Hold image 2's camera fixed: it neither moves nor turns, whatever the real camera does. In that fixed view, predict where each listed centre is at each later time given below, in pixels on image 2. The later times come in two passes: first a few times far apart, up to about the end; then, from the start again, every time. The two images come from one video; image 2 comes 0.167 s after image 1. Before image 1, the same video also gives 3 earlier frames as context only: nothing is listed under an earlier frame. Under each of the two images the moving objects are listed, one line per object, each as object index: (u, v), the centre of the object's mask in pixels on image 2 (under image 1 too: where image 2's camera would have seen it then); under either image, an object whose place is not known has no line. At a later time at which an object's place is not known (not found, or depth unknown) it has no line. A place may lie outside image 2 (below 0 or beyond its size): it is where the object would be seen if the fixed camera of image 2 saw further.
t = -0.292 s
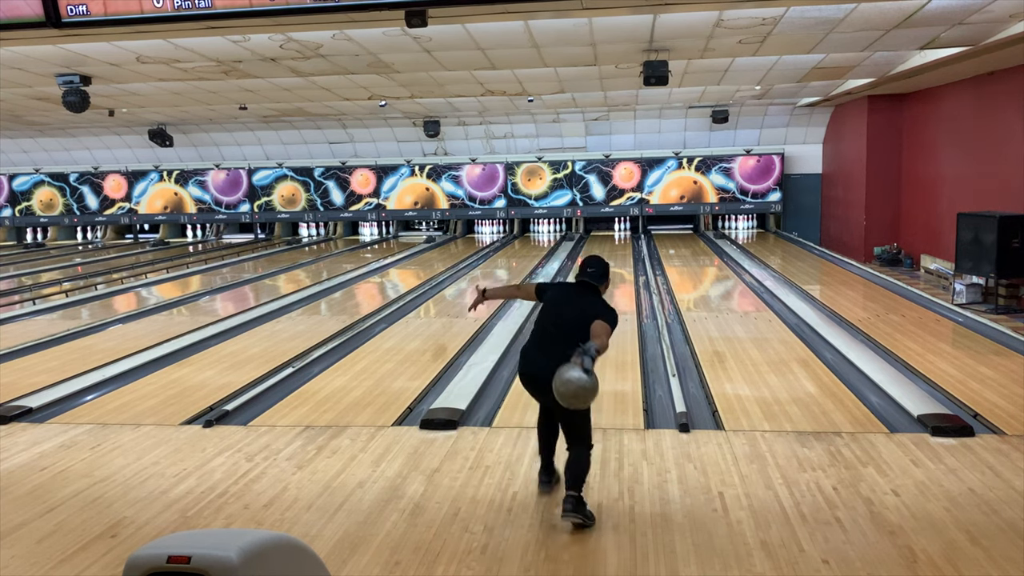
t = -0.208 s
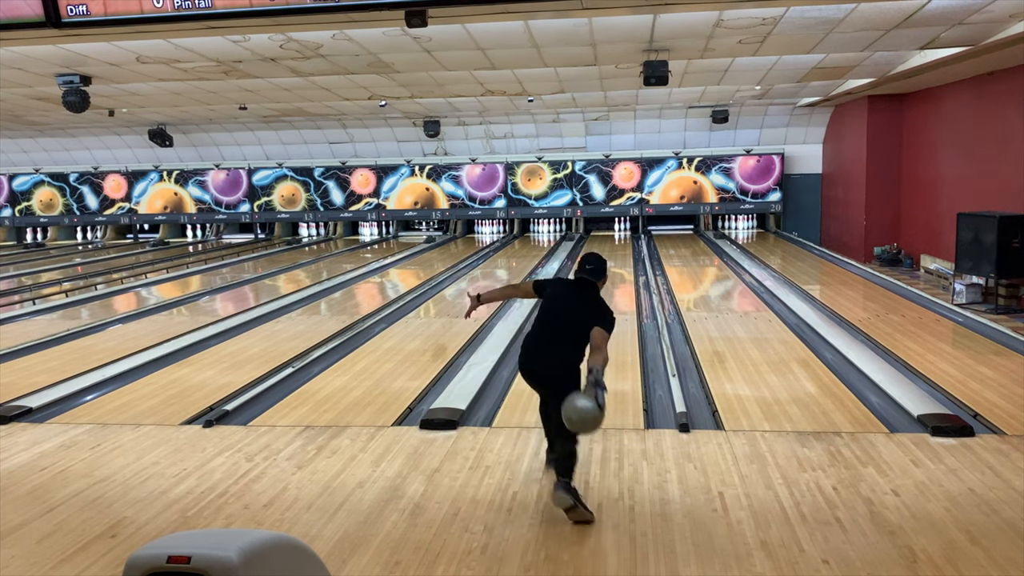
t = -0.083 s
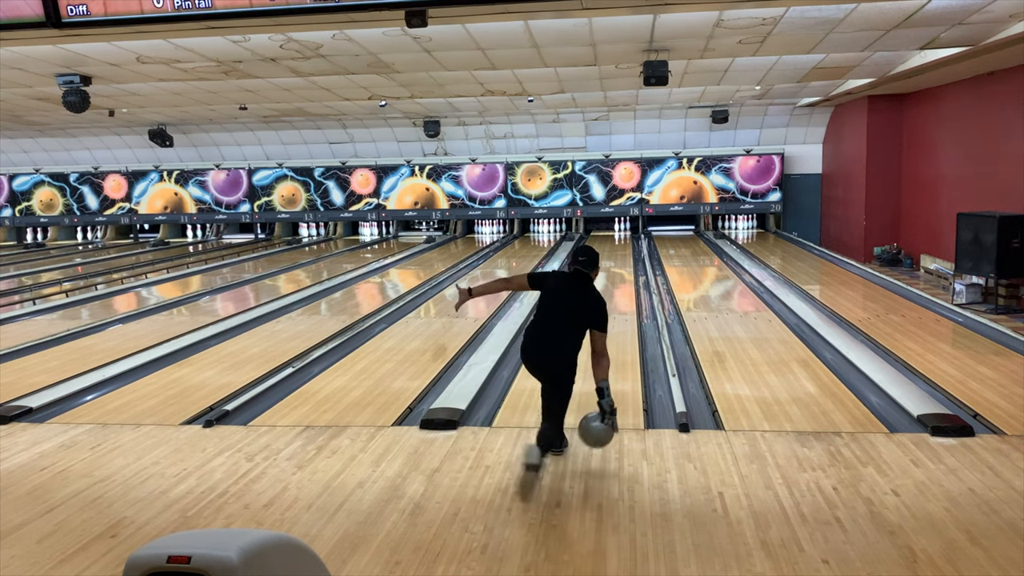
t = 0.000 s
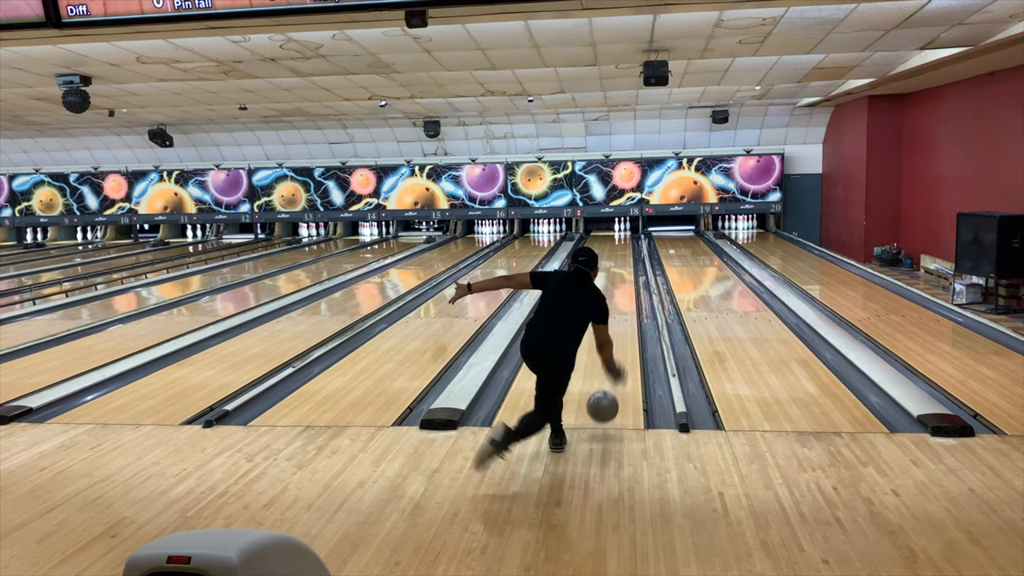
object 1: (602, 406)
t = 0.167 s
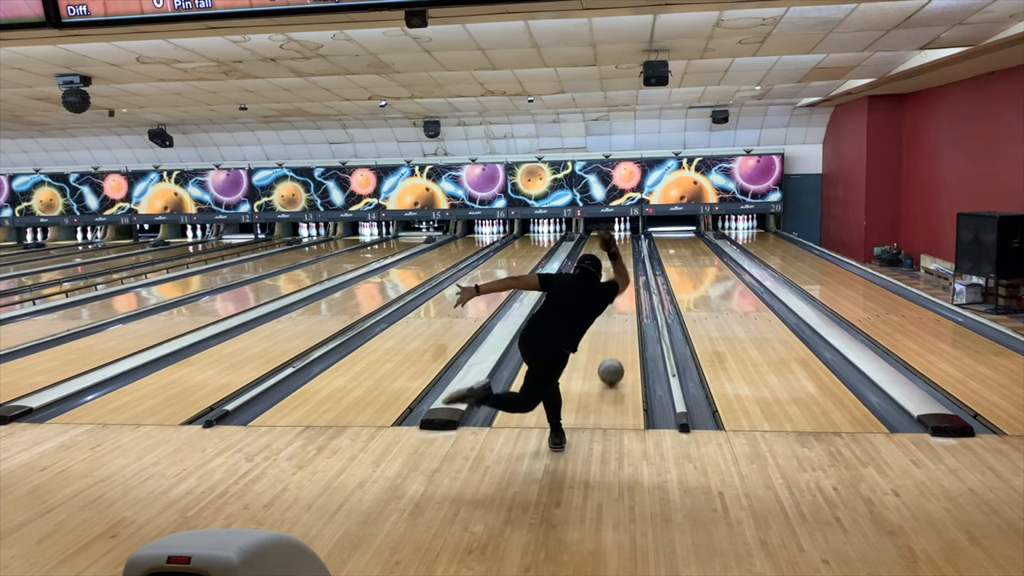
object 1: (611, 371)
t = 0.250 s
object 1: (614, 355)
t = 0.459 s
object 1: (618, 326)
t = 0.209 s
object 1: (612, 365)
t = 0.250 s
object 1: (614, 355)
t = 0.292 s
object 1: (615, 349)
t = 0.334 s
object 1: (616, 340)
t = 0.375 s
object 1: (617, 335)
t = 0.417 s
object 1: (618, 327)
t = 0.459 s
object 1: (618, 326)
